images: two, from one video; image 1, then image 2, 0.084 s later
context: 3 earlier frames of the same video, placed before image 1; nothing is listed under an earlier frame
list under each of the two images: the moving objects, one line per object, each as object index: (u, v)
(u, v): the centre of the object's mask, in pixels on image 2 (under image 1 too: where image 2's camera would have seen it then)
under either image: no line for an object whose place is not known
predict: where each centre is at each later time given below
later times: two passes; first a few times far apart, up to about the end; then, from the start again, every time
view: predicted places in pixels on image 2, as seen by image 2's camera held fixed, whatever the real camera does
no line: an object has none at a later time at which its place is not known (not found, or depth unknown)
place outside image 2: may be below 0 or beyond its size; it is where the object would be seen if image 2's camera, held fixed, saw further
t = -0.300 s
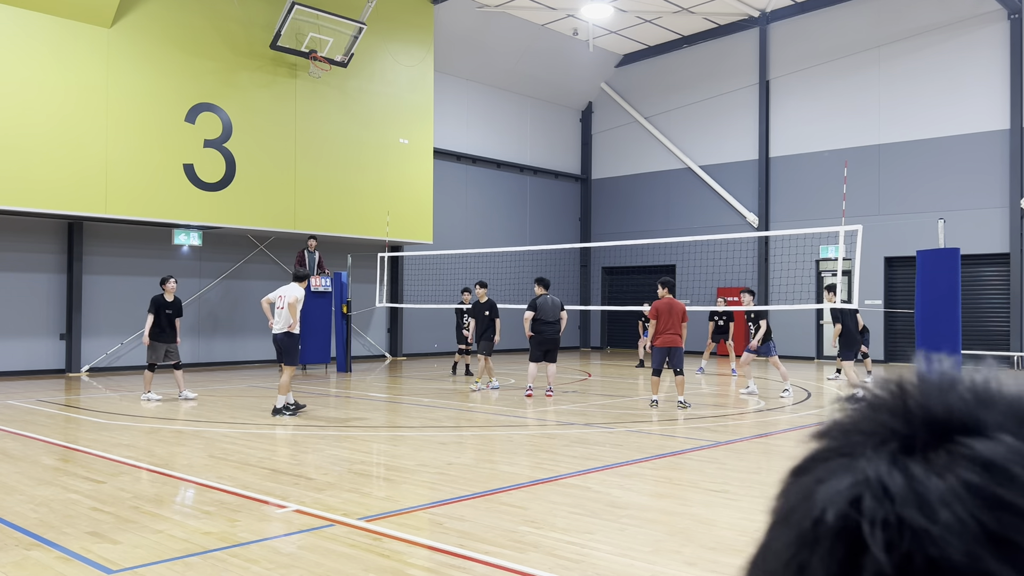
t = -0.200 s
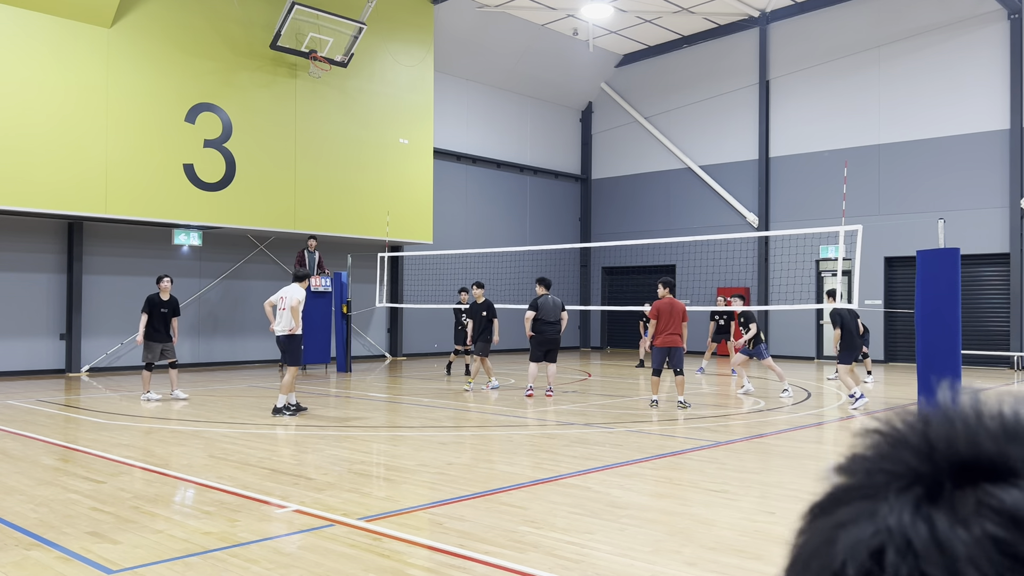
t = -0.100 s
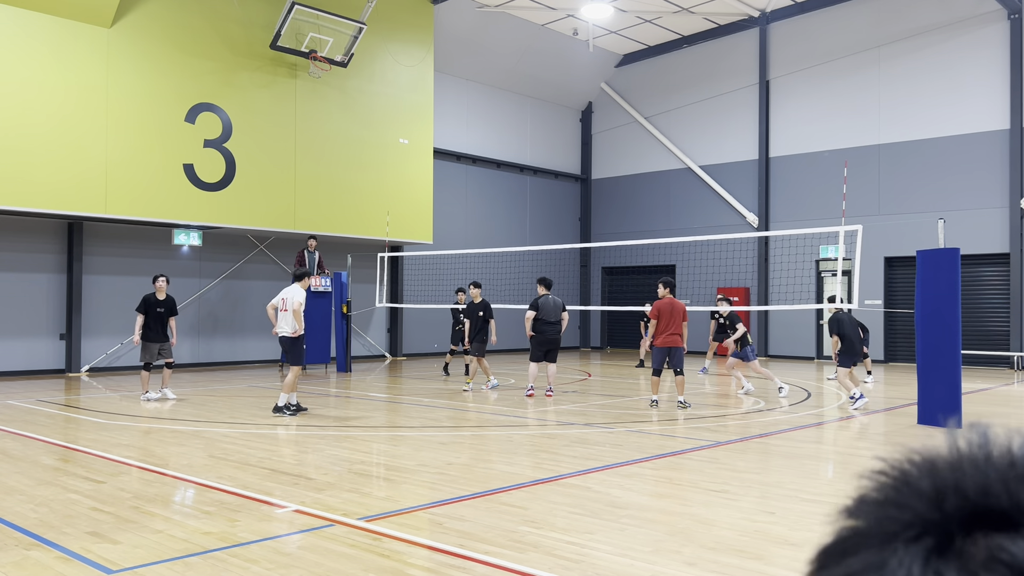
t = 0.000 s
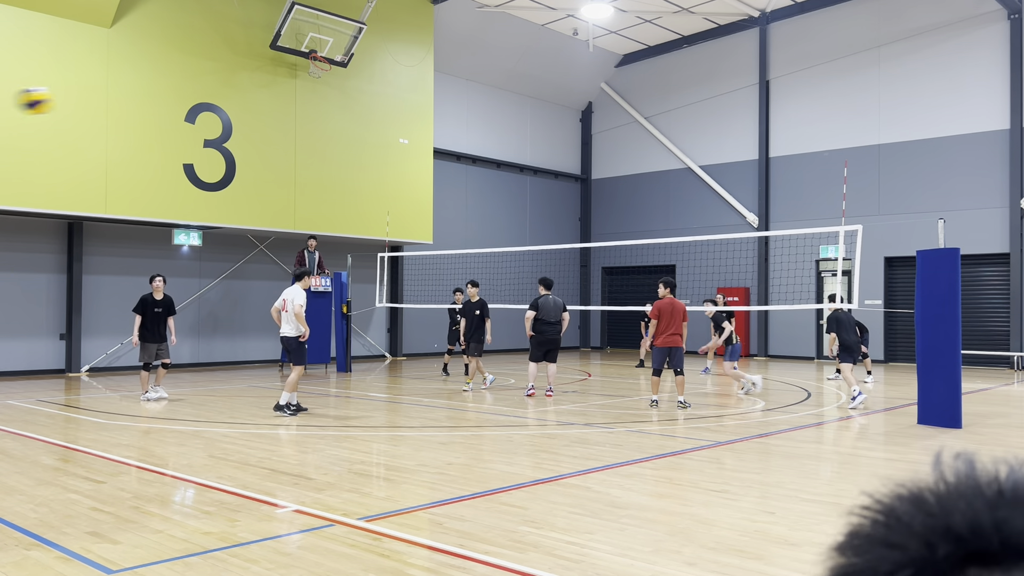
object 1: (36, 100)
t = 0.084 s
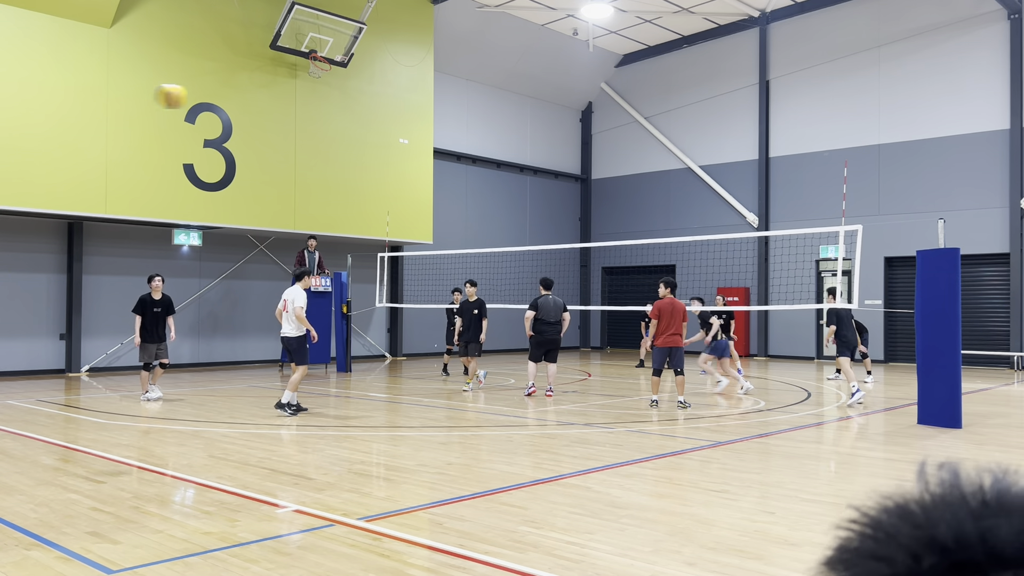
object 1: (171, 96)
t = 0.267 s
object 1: (383, 117)
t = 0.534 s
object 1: (578, 183)
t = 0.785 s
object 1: (676, 235)
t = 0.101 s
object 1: (194, 96)
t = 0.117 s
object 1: (217, 97)
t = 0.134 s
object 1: (239, 99)
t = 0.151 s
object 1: (260, 101)
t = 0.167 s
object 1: (279, 102)
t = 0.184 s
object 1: (299, 105)
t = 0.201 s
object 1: (317, 107)
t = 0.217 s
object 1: (335, 109)
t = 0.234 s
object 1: (352, 112)
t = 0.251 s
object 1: (368, 114)
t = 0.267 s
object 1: (383, 117)
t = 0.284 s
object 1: (399, 120)
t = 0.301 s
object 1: (413, 123)
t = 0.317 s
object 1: (429, 127)
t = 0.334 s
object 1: (442, 131)
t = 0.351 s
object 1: (455, 135)
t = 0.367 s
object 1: (467, 139)
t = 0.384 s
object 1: (480, 143)
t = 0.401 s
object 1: (492, 147)
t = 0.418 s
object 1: (504, 152)
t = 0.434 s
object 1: (516, 156)
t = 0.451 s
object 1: (527, 161)
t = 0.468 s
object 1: (538, 165)
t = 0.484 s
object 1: (548, 169)
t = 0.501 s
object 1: (559, 174)
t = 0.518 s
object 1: (568, 178)
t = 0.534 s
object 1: (578, 183)
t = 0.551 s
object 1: (587, 187)
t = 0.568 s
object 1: (596, 192)
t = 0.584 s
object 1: (604, 197)
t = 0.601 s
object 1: (613, 202)
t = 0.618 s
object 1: (621, 207)
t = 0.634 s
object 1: (629, 212)
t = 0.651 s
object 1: (638, 217)
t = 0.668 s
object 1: (645, 223)
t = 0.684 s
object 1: (653, 227)
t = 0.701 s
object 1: (666, 237)
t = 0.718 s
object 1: (669, 238)
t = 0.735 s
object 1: (671, 237)
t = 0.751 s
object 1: (672, 237)
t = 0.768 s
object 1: (674, 236)
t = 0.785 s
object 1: (676, 235)
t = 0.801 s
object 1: (678, 237)
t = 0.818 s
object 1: (681, 237)
